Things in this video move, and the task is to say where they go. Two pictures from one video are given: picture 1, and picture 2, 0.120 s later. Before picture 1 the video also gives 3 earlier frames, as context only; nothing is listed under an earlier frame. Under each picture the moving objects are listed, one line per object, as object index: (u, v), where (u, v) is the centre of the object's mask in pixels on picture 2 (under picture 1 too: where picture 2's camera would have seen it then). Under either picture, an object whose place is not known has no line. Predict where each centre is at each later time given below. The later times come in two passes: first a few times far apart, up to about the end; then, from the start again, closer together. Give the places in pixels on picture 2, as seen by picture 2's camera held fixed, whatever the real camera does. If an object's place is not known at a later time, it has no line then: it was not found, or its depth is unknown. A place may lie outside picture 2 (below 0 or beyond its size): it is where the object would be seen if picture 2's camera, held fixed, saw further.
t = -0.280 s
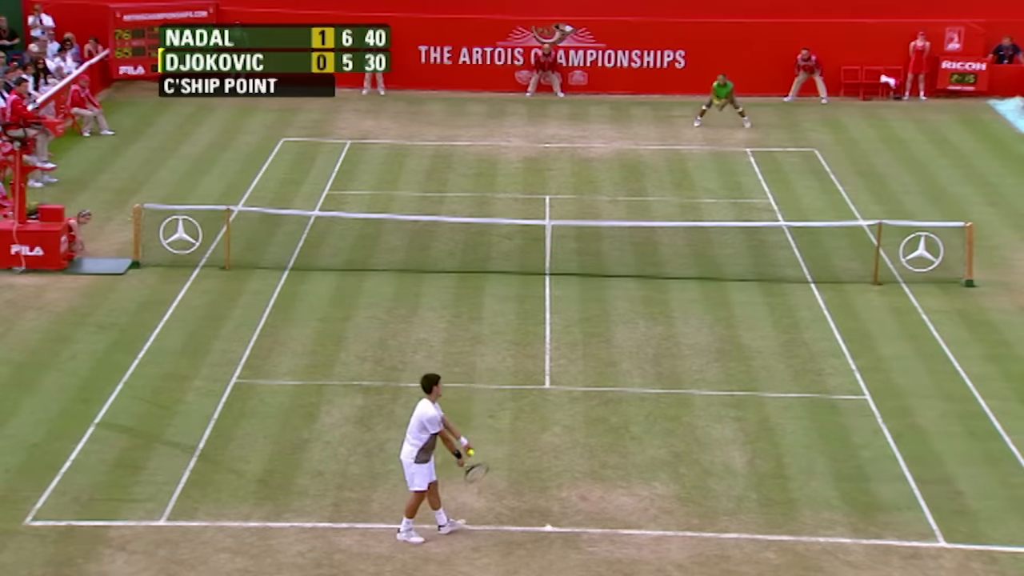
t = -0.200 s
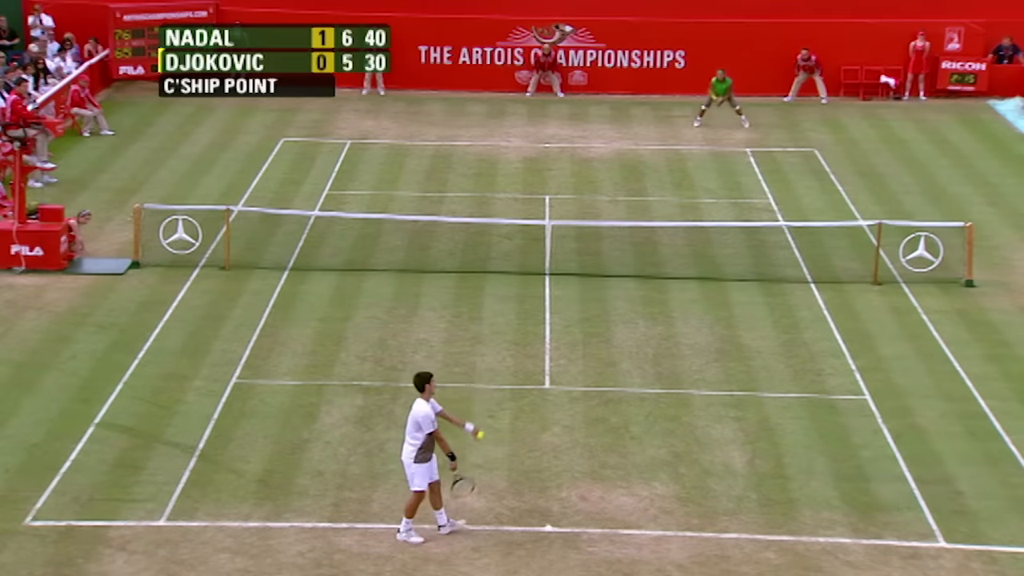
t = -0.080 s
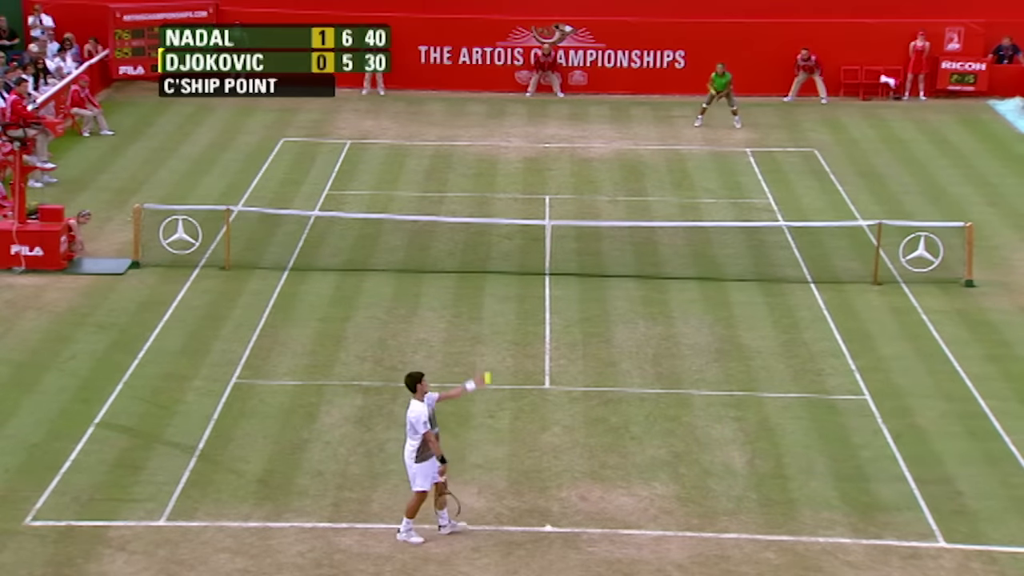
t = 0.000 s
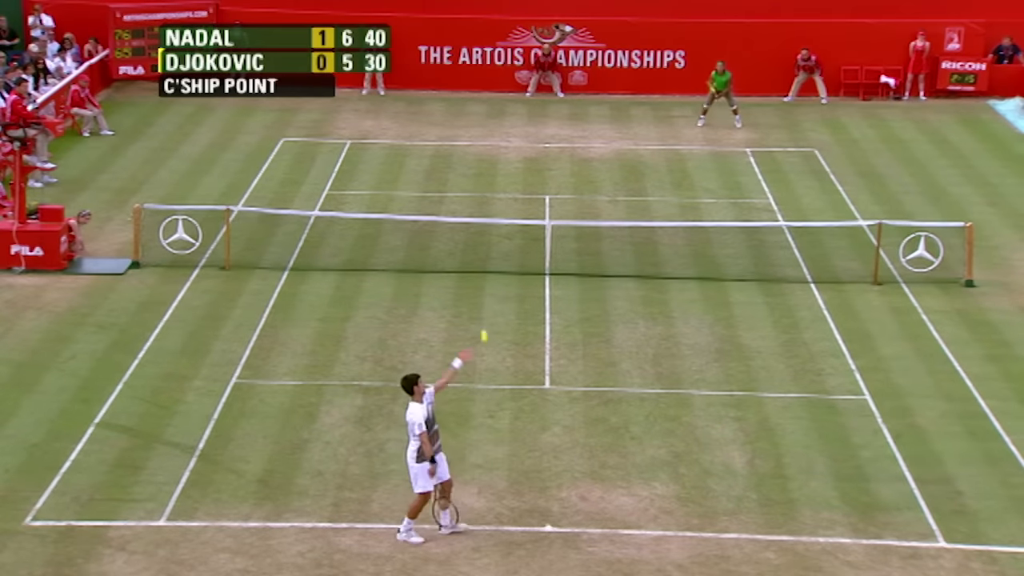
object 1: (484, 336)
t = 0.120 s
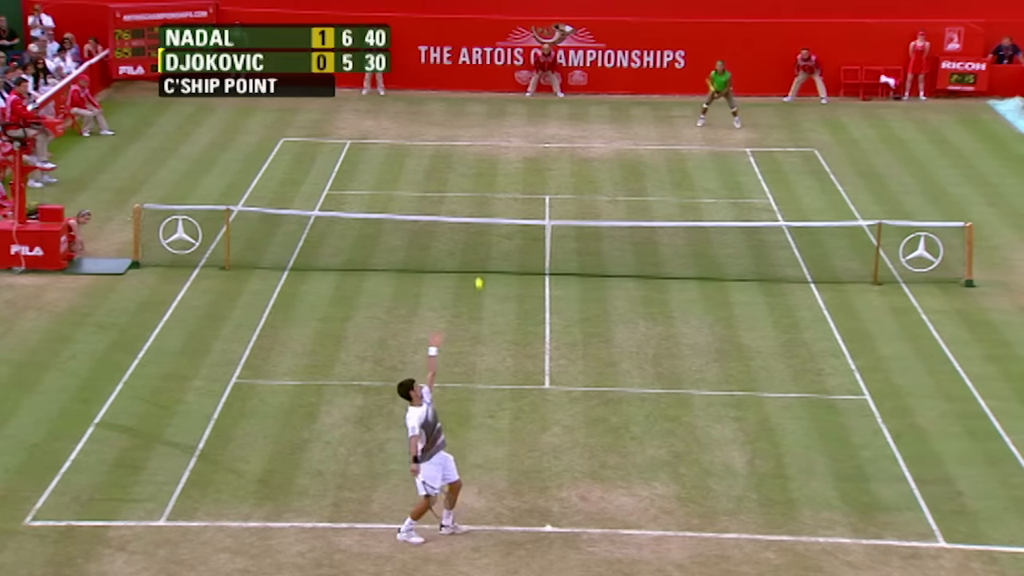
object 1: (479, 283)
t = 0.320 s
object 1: (470, 226)
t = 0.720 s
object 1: (454, 219)
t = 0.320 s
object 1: (470, 226)
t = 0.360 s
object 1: (469, 218)
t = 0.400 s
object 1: (468, 213)
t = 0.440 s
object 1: (465, 208)
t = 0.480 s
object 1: (464, 206)
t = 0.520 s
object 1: (462, 204)
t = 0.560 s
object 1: (460, 204)
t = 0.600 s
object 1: (459, 206)
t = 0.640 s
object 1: (457, 209)
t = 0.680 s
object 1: (456, 213)
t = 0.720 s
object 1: (454, 219)
